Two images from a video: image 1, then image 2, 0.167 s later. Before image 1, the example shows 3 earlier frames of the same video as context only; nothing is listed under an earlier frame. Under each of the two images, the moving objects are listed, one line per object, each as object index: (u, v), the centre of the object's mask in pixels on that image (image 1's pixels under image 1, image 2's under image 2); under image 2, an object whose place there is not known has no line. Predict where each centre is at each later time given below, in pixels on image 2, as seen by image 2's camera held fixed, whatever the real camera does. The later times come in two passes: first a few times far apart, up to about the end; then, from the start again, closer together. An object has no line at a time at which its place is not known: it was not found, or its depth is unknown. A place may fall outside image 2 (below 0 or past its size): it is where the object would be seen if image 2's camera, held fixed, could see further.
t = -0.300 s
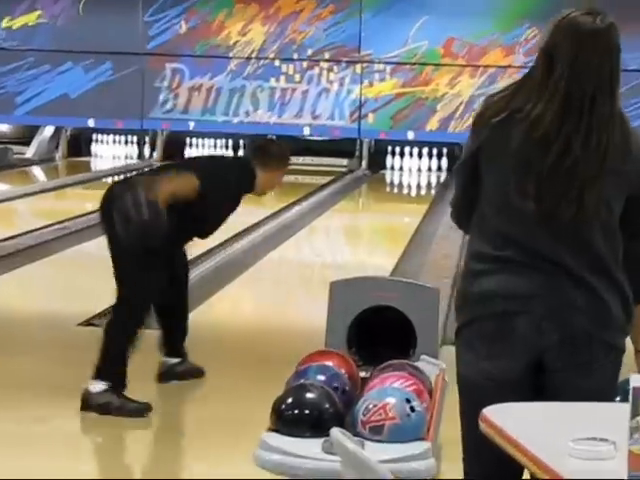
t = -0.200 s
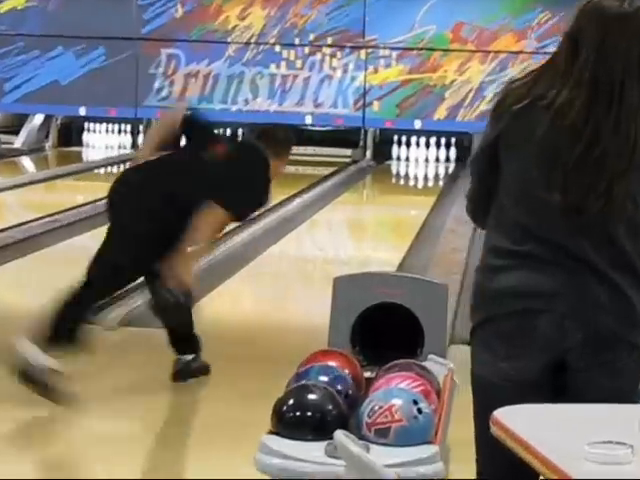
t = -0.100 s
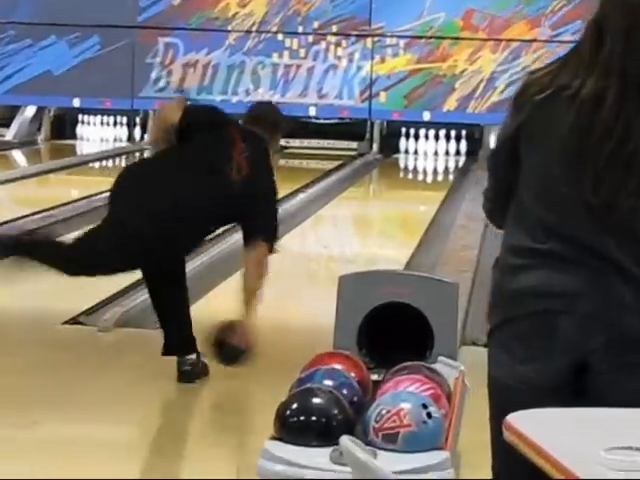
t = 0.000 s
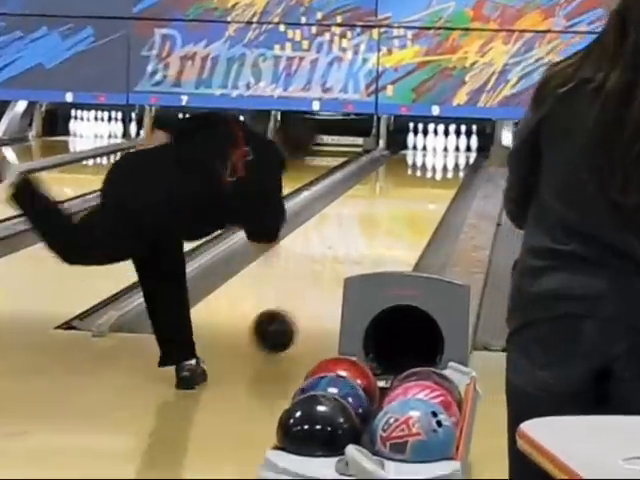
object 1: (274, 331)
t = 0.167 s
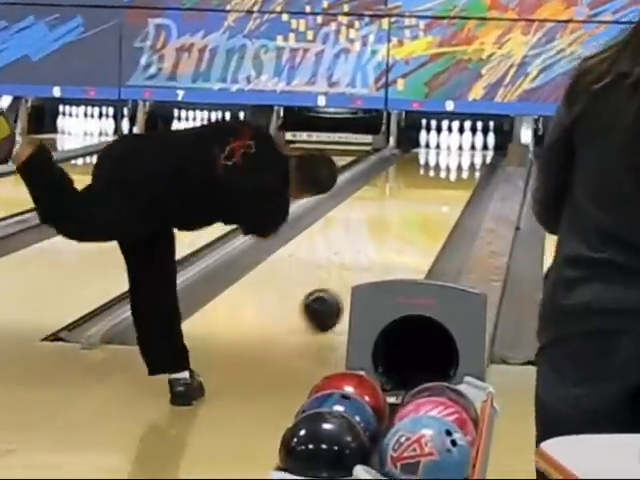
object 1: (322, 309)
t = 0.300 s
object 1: (347, 282)
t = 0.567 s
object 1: (393, 247)
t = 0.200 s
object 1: (329, 303)
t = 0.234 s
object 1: (335, 296)
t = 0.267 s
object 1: (340, 289)
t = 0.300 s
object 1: (347, 282)
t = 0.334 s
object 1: (354, 276)
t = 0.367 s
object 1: (362, 270)
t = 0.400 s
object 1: (368, 267)
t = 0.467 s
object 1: (379, 260)
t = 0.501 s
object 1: (384, 256)
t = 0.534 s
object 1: (389, 252)
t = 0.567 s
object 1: (393, 247)
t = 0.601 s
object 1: (397, 244)
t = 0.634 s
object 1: (401, 240)
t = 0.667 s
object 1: (405, 237)
